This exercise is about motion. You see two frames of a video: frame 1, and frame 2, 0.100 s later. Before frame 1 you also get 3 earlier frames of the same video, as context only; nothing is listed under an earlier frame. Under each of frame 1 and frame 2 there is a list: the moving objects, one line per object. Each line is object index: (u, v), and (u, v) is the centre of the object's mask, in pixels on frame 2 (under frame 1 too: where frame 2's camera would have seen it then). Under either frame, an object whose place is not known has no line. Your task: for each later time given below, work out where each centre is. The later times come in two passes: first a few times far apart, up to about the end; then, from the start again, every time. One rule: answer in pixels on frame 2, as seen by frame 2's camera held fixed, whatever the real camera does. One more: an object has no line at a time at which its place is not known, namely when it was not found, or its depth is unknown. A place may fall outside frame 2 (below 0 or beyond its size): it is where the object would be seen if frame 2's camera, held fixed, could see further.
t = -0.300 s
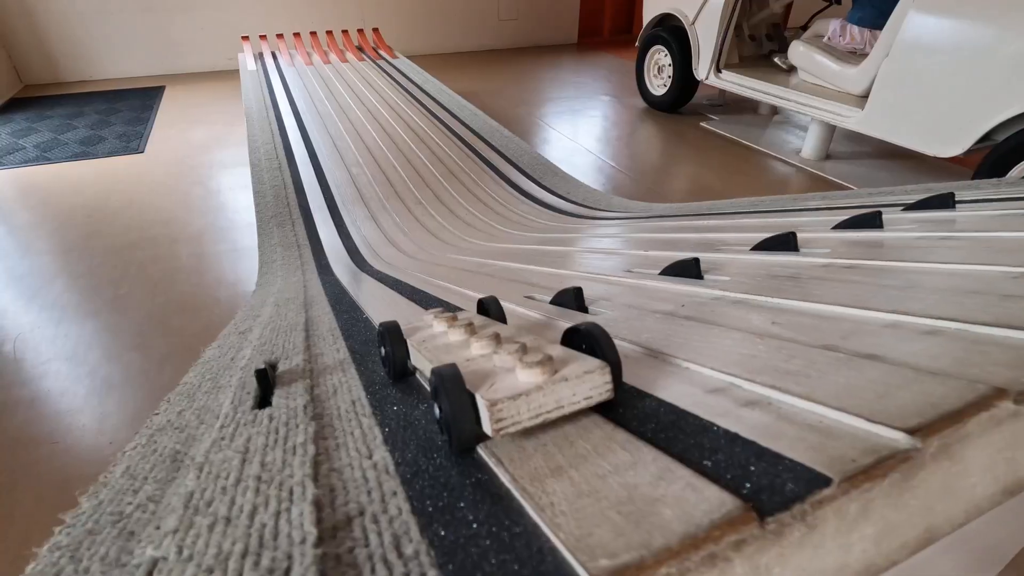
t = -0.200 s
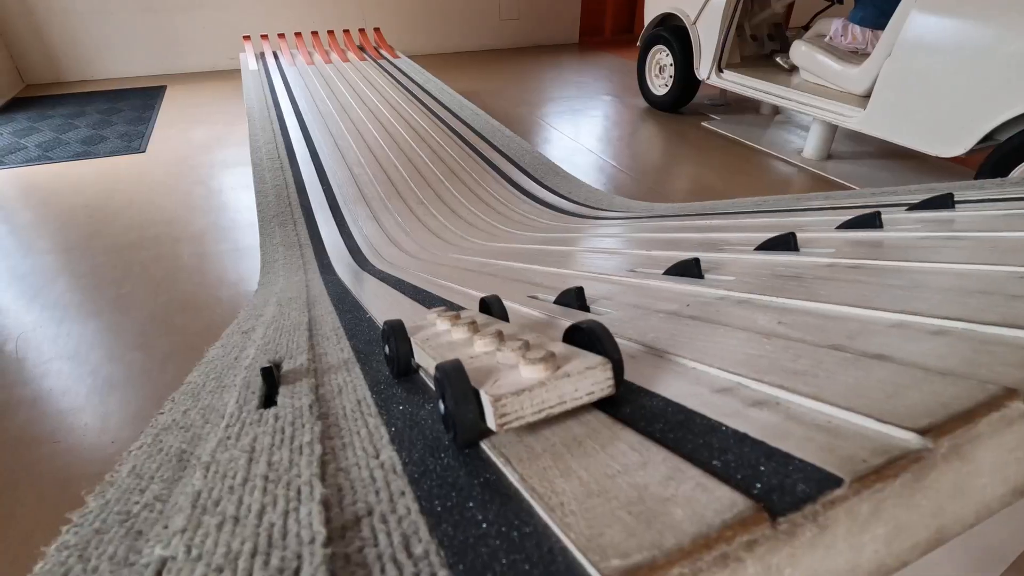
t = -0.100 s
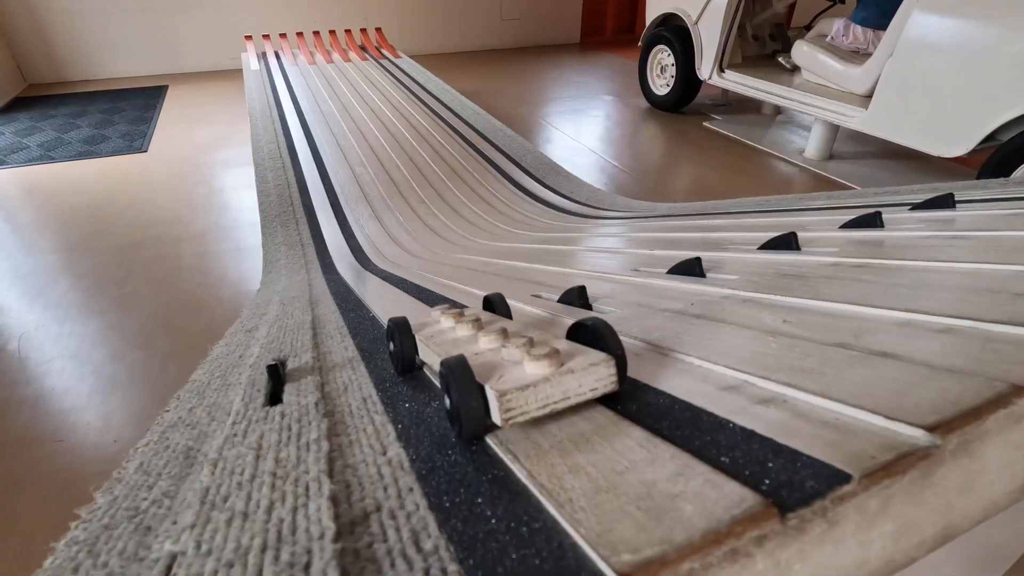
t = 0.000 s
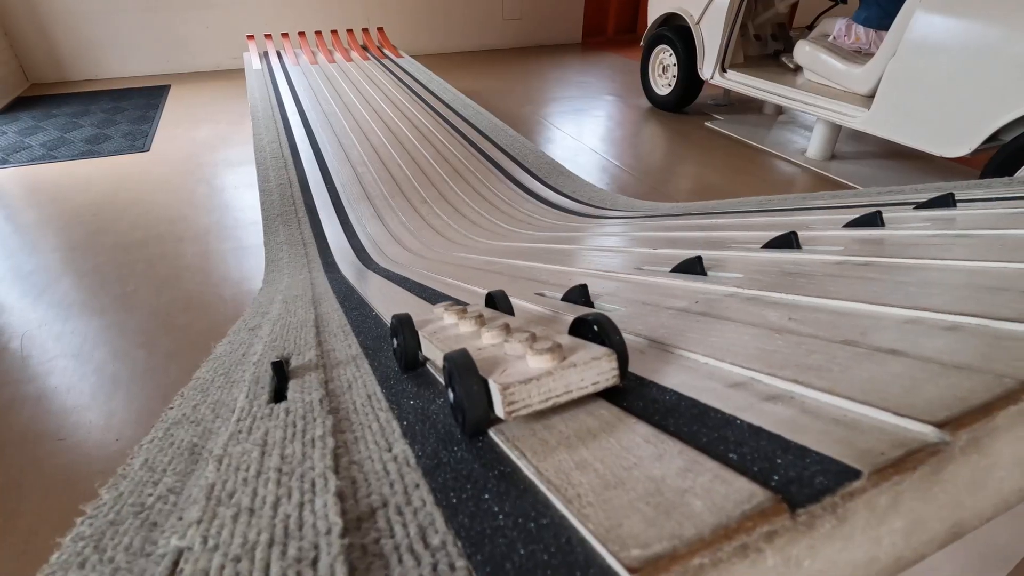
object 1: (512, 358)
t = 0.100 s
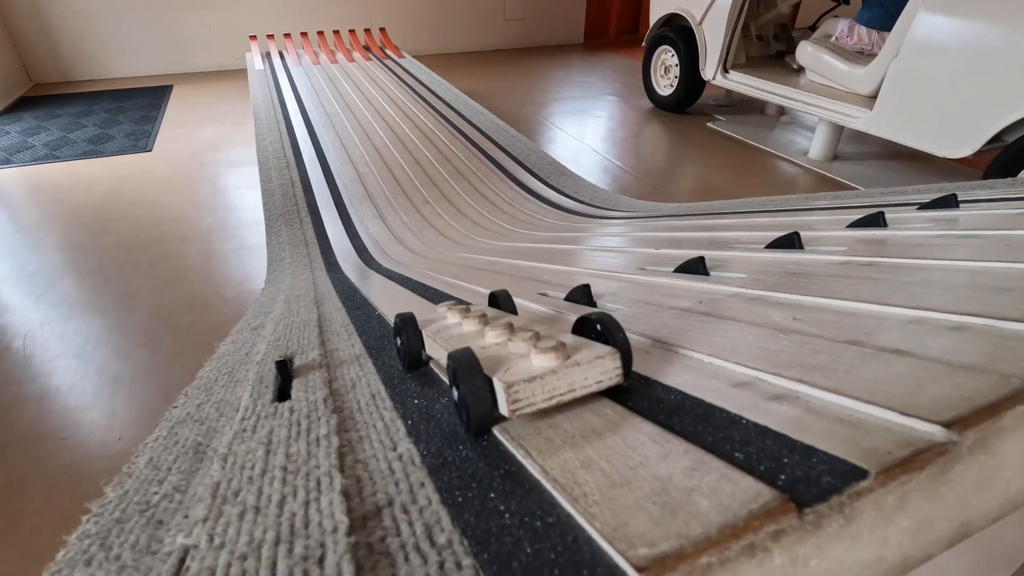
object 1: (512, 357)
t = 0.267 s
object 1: (494, 348)
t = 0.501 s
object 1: (422, 304)
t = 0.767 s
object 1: (365, 269)
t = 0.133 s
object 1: (511, 356)
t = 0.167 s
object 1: (508, 355)
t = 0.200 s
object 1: (505, 353)
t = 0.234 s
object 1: (500, 351)
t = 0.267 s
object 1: (494, 348)
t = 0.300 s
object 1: (485, 344)
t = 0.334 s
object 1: (475, 337)
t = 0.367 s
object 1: (465, 331)
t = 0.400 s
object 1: (453, 324)
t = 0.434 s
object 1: (443, 317)
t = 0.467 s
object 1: (432, 310)
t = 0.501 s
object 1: (422, 304)
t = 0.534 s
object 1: (413, 298)
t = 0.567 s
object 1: (403, 292)
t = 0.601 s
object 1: (396, 288)
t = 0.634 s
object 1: (389, 282)
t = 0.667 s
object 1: (381, 278)
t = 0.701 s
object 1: (374, 275)
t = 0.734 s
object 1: (369, 272)
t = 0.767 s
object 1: (365, 269)
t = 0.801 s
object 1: (362, 265)
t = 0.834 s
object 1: (358, 263)
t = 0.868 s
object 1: (353, 258)
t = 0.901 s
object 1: (347, 252)
